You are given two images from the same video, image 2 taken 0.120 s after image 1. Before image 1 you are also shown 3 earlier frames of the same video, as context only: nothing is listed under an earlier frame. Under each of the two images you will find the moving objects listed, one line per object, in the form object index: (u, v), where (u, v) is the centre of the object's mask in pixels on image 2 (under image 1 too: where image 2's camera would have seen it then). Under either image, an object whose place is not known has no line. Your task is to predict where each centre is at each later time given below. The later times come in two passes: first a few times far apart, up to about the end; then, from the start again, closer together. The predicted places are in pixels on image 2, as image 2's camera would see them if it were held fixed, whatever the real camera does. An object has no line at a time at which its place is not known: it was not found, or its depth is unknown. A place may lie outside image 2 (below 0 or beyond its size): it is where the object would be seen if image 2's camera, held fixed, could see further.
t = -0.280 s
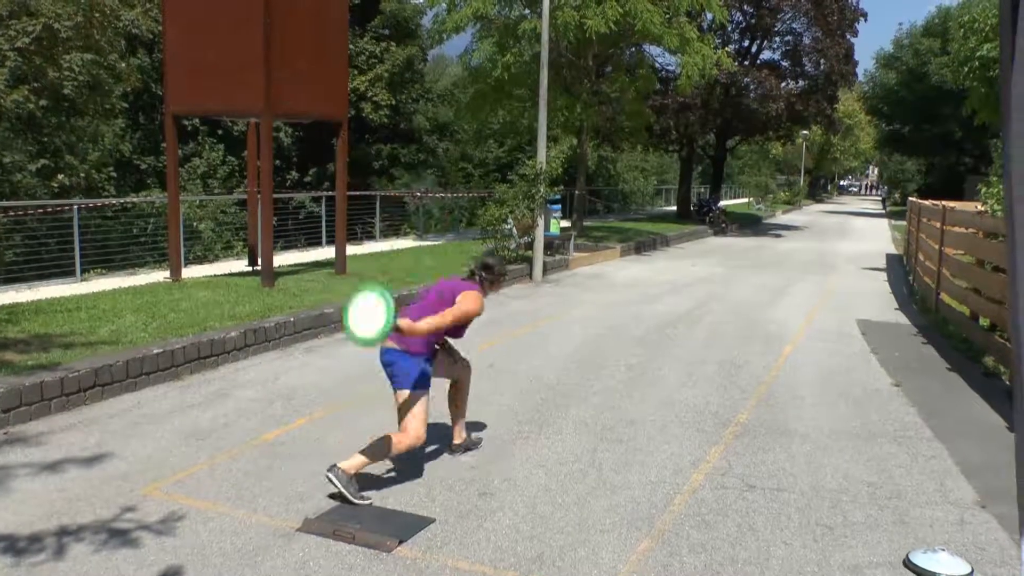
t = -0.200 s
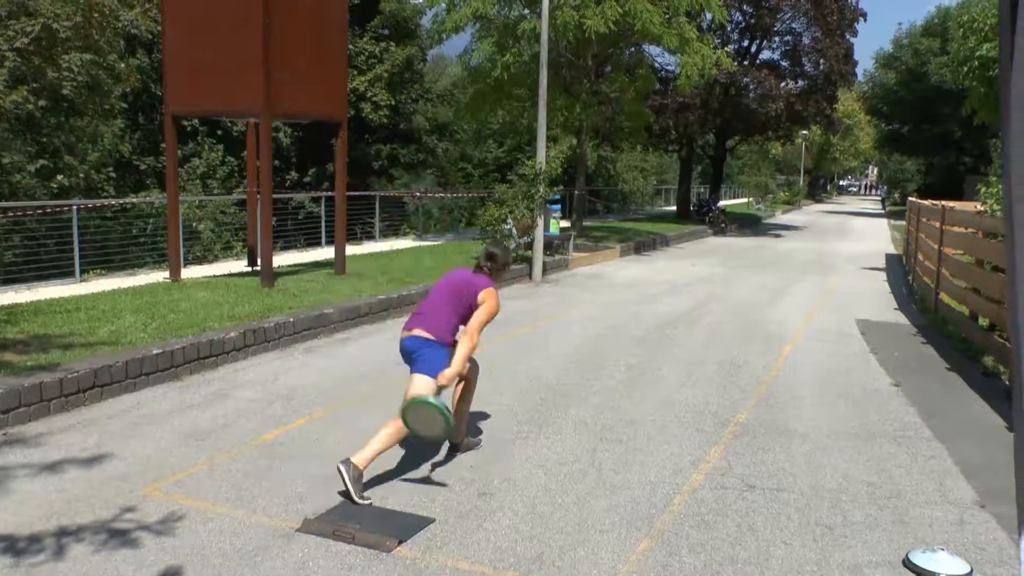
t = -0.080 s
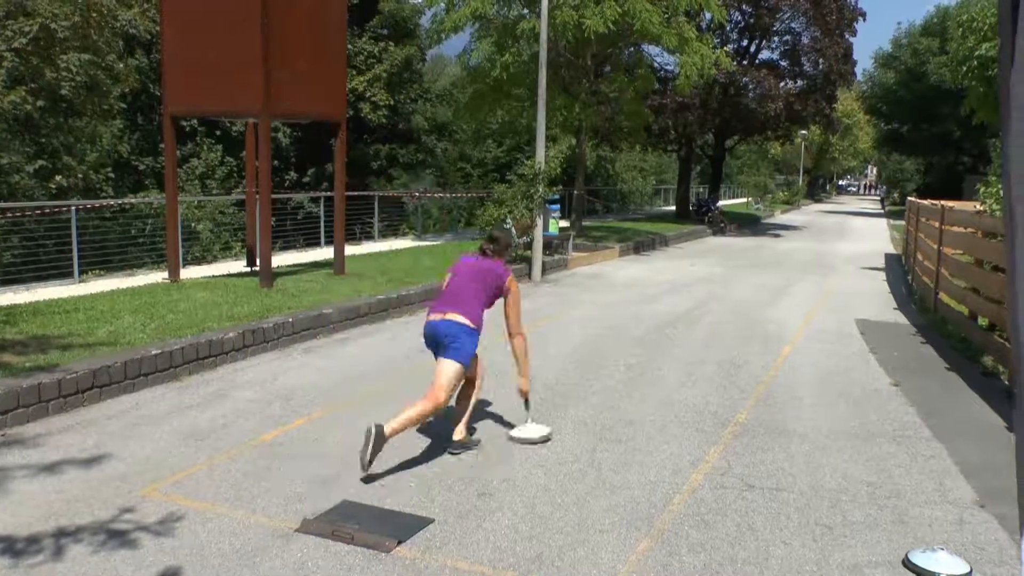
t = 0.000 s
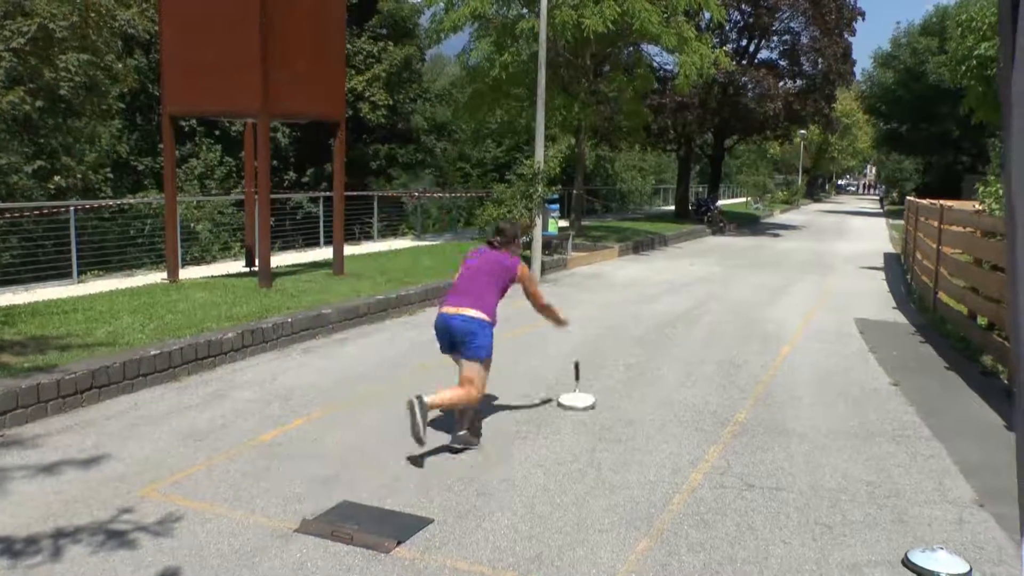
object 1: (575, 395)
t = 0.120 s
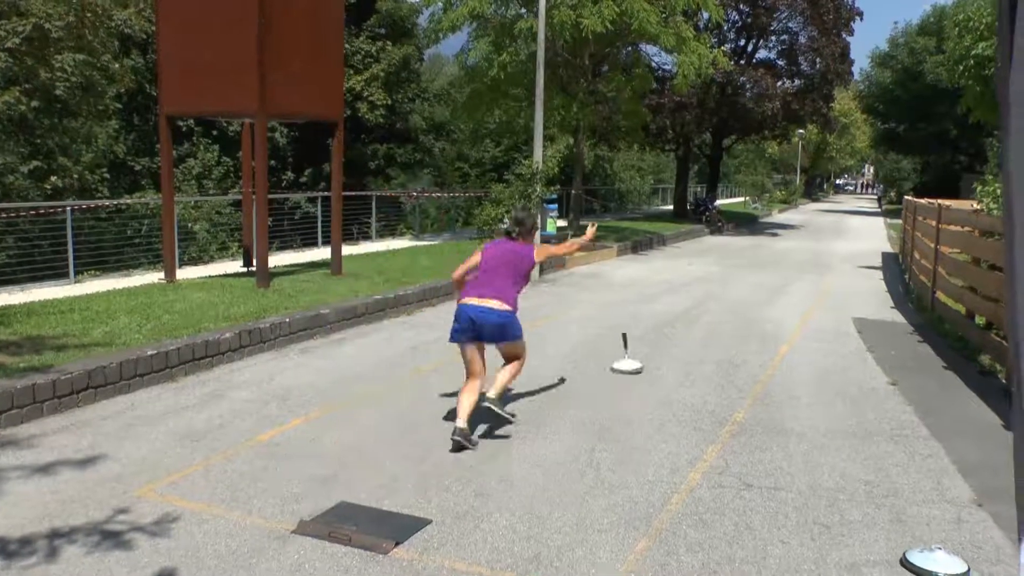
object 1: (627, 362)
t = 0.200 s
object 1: (653, 344)
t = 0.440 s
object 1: (706, 308)
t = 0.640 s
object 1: (735, 289)
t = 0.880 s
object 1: (760, 274)
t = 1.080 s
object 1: (777, 265)
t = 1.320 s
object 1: (791, 257)
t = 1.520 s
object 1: (801, 252)
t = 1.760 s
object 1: (812, 248)
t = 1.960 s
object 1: (819, 244)
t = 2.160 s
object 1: (827, 242)
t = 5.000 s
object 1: (854, 220)
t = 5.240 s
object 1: (844, 213)
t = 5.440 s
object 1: (850, 206)
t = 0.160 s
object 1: (640, 353)
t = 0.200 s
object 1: (653, 344)
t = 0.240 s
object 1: (663, 336)
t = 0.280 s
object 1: (673, 330)
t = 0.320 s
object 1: (682, 323)
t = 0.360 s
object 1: (691, 318)
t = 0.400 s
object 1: (699, 313)
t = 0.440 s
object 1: (706, 308)
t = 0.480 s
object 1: (713, 304)
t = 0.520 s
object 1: (719, 299)
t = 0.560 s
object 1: (725, 296)
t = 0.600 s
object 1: (730, 293)
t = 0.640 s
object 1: (735, 289)
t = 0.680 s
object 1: (740, 286)
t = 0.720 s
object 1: (745, 283)
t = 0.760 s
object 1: (750, 281)
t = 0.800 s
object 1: (754, 279)
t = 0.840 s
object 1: (757, 276)
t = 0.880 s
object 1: (760, 274)
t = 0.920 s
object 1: (765, 272)
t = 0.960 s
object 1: (768, 270)
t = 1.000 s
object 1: (770, 268)
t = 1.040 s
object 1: (774, 267)
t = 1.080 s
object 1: (777, 265)
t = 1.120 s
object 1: (779, 263)
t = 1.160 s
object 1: (782, 261)
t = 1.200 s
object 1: (784, 260)
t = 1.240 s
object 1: (786, 259)
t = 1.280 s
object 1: (788, 258)
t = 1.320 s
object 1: (791, 257)
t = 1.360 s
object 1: (793, 256)
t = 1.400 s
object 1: (795, 255)
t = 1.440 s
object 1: (797, 255)
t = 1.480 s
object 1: (798, 252)
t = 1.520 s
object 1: (801, 252)
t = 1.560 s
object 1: (802, 250)
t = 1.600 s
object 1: (803, 247)
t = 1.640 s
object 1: (805, 247)
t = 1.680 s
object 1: (809, 246)
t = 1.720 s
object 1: (810, 246)
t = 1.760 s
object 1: (812, 248)
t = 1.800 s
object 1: (814, 248)
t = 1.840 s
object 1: (815, 247)
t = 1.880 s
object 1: (816, 246)
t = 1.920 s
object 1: (818, 245)
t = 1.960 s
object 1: (819, 244)
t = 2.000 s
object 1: (821, 244)
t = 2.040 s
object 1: (822, 244)
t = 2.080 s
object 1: (824, 243)
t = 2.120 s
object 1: (825, 242)
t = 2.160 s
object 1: (827, 242)
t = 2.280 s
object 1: (830, 241)
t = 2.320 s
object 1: (835, 242)
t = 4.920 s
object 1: (857, 218)
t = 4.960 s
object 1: (856, 220)
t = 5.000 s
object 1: (854, 220)
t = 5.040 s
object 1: (853, 218)
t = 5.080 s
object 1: (851, 217)
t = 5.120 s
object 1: (848, 215)
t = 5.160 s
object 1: (846, 214)
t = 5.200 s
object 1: (845, 215)
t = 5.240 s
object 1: (844, 213)
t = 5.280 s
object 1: (844, 214)
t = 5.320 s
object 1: (845, 212)
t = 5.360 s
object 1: (848, 207)
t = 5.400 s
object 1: (849, 207)
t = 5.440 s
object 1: (850, 206)
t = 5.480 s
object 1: (850, 204)
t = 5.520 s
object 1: (852, 203)
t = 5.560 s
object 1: (850, 205)
